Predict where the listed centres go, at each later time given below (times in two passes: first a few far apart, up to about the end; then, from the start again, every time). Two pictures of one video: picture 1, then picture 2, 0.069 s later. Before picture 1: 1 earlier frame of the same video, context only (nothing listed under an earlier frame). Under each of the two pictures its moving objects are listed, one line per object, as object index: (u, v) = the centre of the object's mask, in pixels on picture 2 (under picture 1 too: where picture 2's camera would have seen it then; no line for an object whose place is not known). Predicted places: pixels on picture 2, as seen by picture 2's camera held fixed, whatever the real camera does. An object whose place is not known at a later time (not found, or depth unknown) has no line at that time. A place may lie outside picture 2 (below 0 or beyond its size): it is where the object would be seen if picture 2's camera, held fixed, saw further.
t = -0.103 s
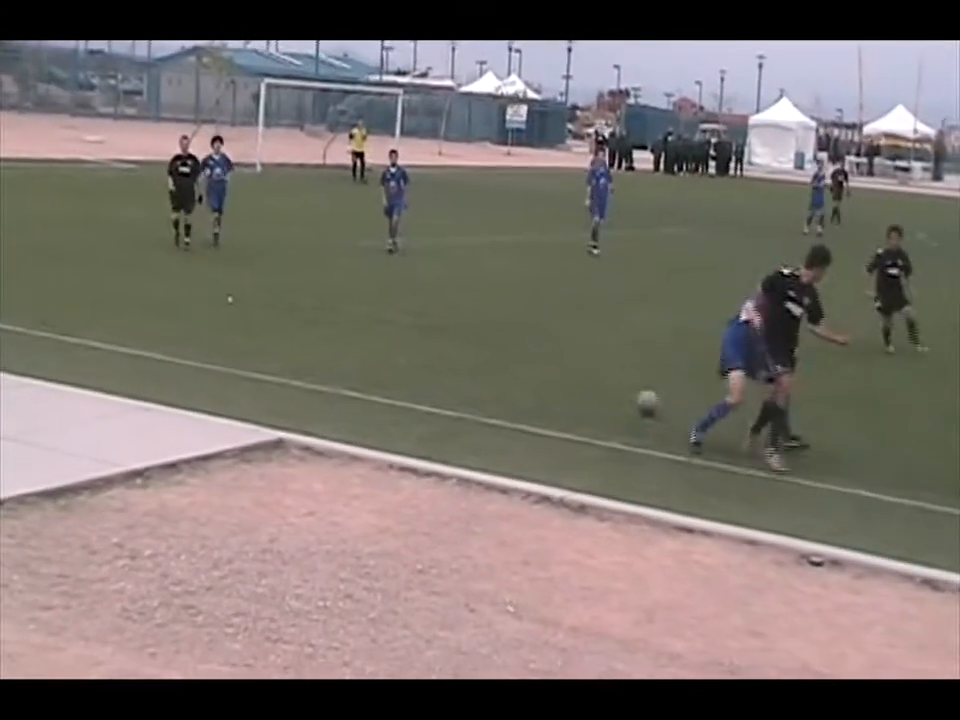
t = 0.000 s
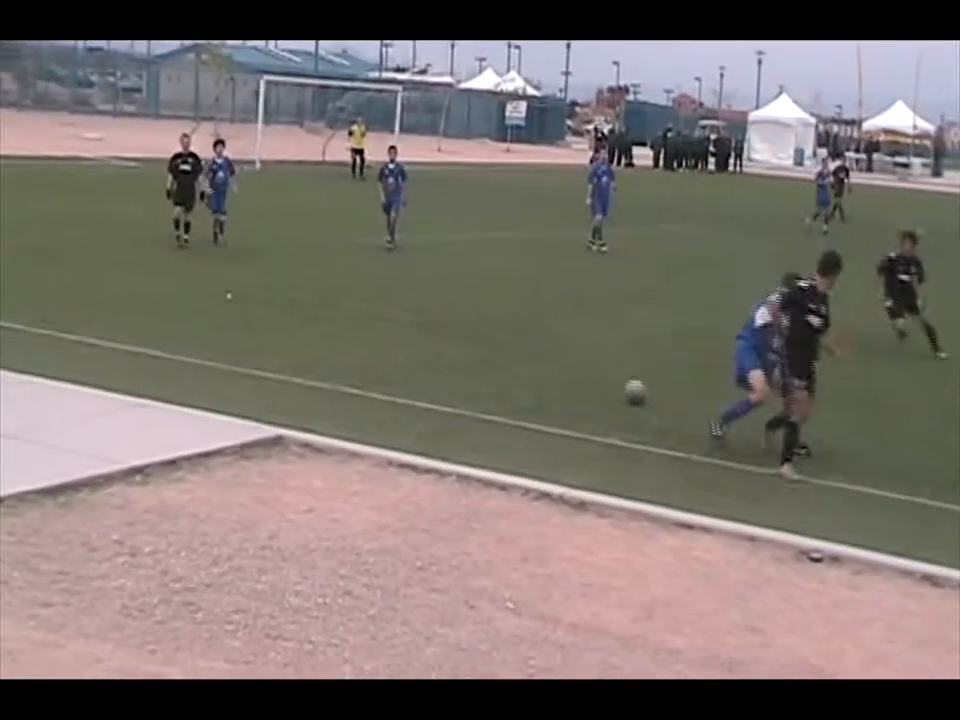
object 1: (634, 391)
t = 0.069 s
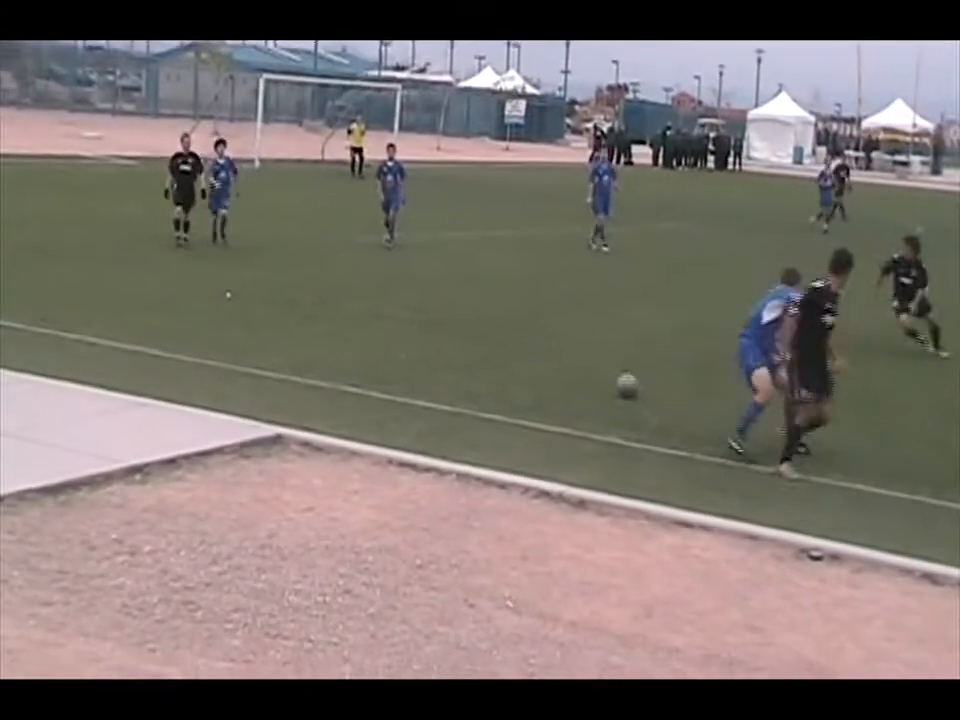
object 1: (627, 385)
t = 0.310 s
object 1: (604, 371)
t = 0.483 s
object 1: (589, 361)
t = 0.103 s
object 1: (624, 384)
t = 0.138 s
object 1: (620, 381)
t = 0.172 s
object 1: (617, 379)
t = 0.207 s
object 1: (614, 377)
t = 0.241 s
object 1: (610, 375)
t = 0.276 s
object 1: (607, 374)
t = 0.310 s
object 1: (604, 371)
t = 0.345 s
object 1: (601, 369)
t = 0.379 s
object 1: (598, 368)
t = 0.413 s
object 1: (595, 366)
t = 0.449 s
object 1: (592, 363)
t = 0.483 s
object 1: (589, 361)
